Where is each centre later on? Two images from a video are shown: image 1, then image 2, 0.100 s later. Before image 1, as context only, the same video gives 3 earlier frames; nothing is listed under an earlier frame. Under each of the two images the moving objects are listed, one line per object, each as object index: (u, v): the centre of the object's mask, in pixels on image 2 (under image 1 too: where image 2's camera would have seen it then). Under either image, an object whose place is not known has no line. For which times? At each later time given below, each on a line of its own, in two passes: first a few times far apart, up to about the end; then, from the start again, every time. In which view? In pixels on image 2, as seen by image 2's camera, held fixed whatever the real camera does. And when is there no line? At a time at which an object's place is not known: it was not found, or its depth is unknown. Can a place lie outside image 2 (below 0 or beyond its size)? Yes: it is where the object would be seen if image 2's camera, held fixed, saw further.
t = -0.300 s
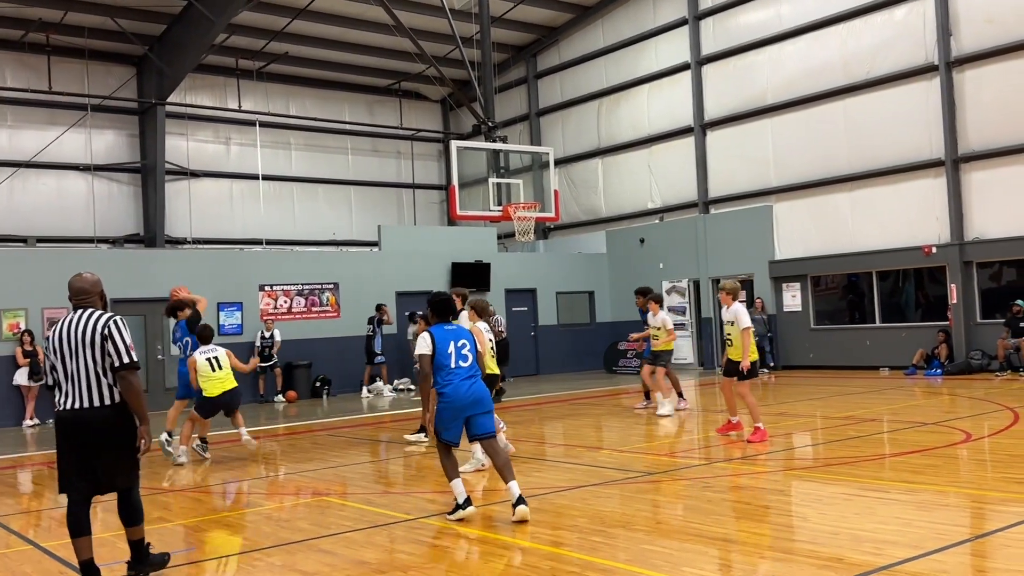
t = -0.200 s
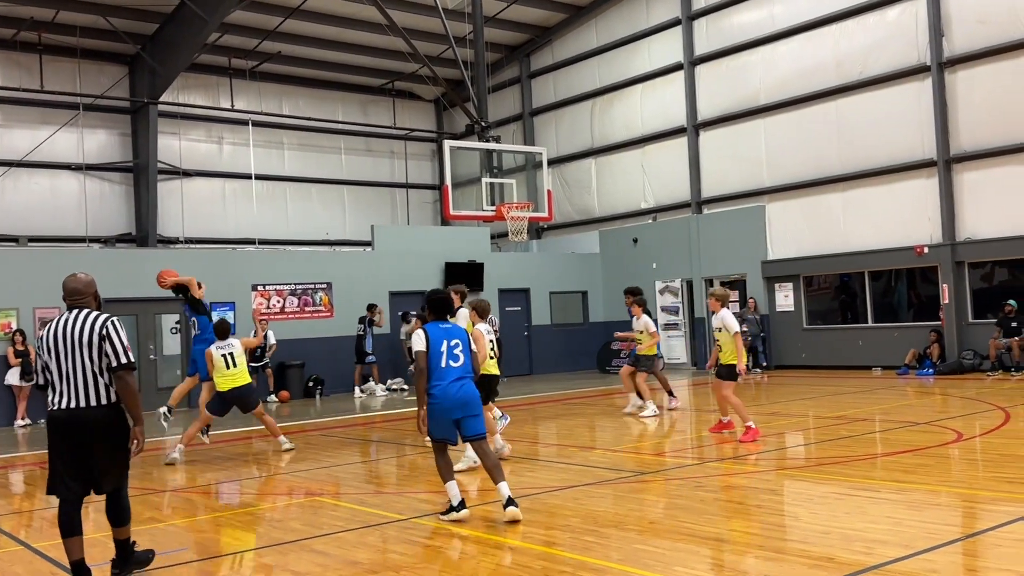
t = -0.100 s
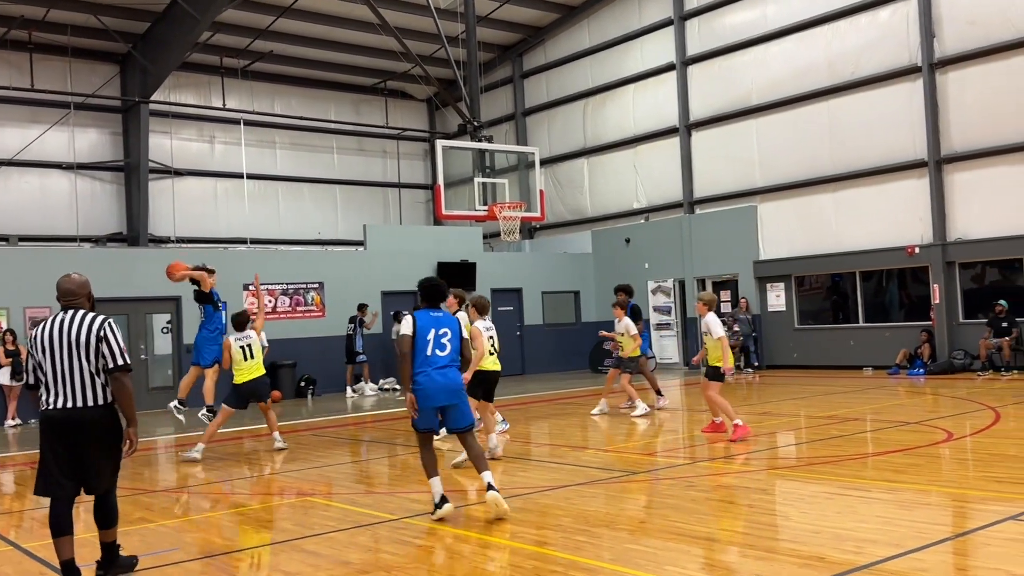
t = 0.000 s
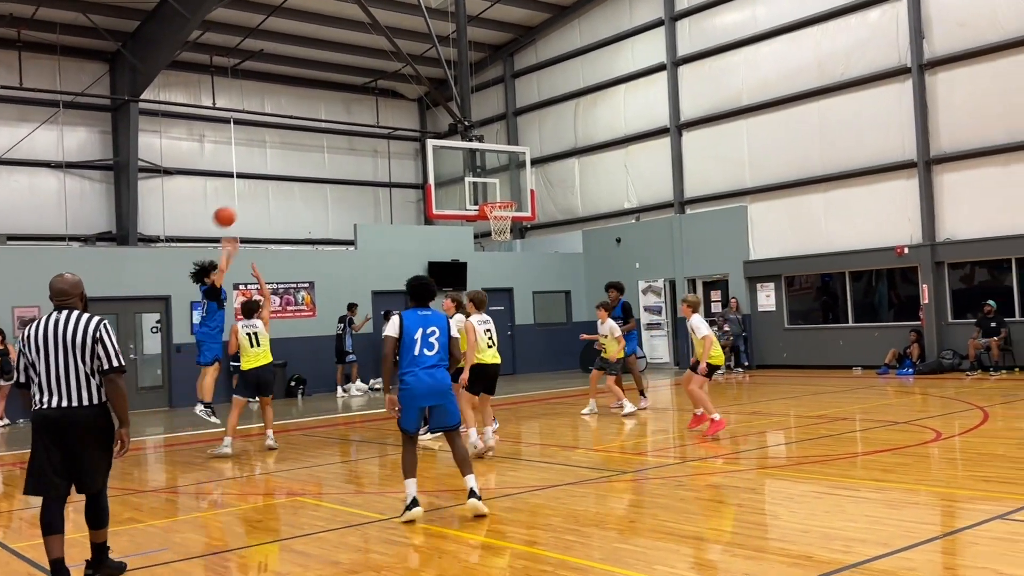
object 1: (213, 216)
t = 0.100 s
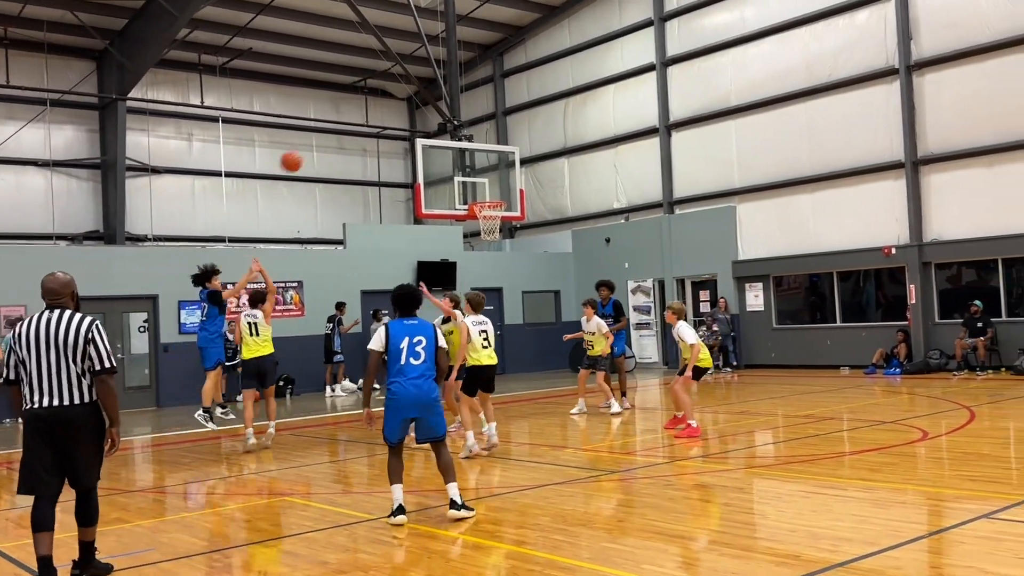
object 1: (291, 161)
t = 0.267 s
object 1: (417, 92)
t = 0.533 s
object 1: (609, 30)
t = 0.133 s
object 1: (317, 146)
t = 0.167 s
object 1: (342, 131)
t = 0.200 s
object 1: (368, 117)
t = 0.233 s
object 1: (393, 104)
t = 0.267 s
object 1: (417, 92)
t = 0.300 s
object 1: (441, 81)
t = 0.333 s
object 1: (465, 71)
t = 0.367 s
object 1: (490, 62)
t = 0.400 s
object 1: (513, 53)
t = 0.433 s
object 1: (538, 46)
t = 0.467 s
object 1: (562, 40)
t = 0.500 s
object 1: (585, 35)
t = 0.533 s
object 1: (609, 30)
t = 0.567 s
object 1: (635, 27)
